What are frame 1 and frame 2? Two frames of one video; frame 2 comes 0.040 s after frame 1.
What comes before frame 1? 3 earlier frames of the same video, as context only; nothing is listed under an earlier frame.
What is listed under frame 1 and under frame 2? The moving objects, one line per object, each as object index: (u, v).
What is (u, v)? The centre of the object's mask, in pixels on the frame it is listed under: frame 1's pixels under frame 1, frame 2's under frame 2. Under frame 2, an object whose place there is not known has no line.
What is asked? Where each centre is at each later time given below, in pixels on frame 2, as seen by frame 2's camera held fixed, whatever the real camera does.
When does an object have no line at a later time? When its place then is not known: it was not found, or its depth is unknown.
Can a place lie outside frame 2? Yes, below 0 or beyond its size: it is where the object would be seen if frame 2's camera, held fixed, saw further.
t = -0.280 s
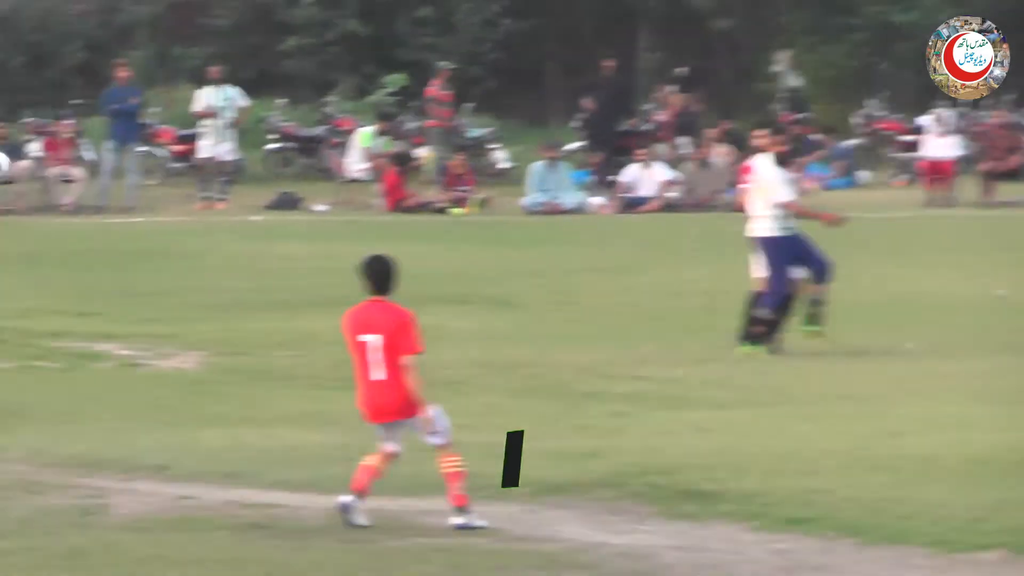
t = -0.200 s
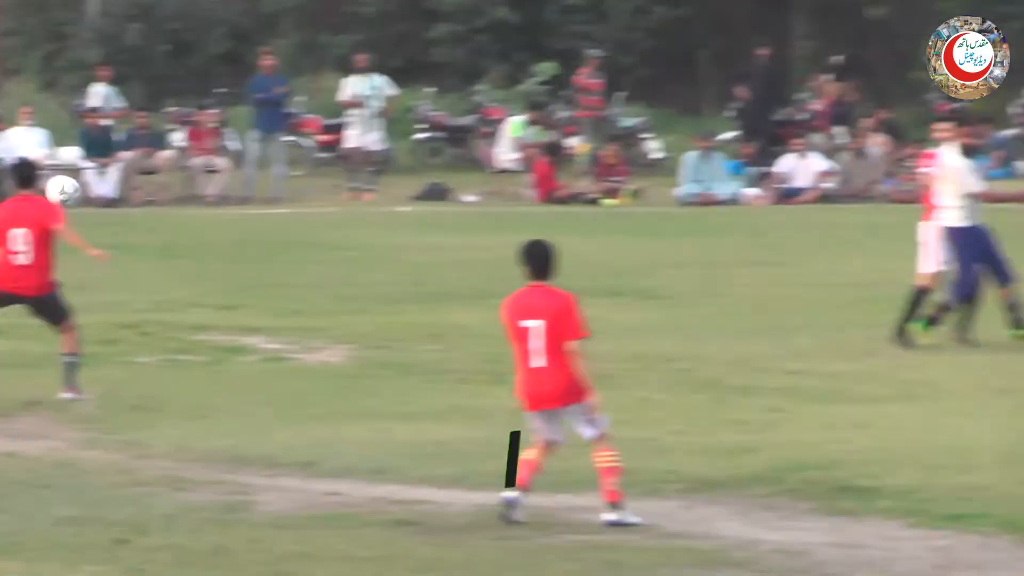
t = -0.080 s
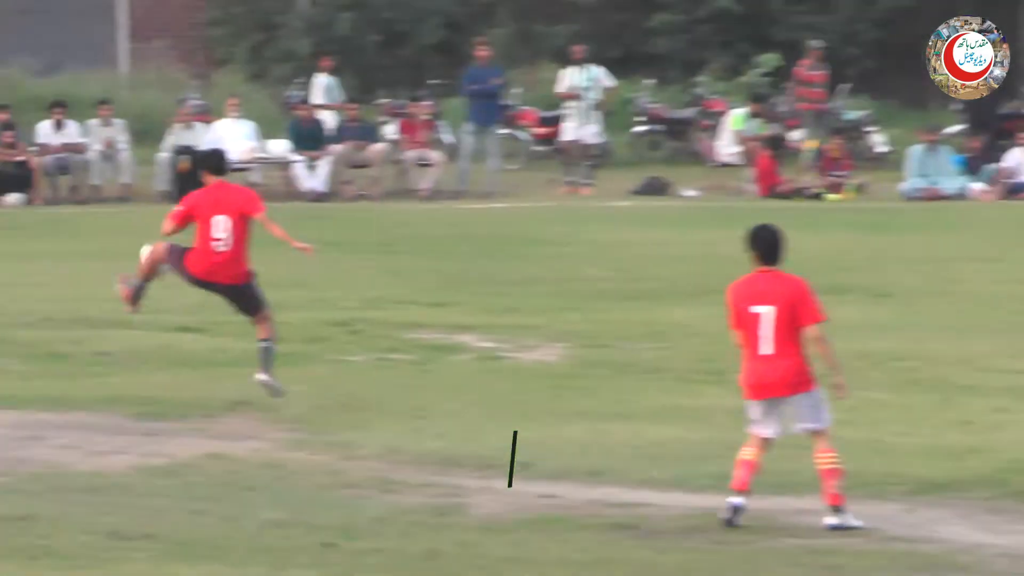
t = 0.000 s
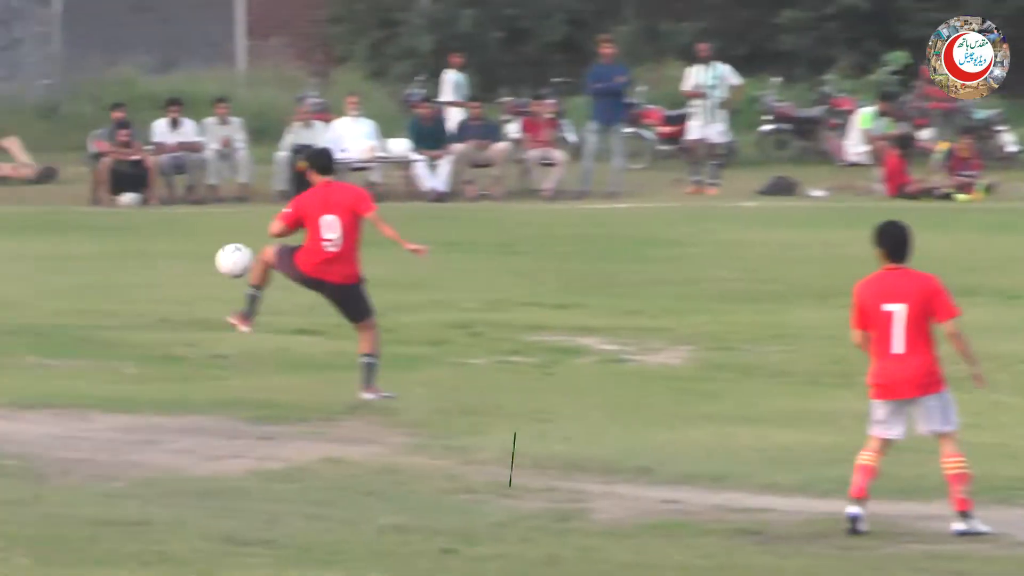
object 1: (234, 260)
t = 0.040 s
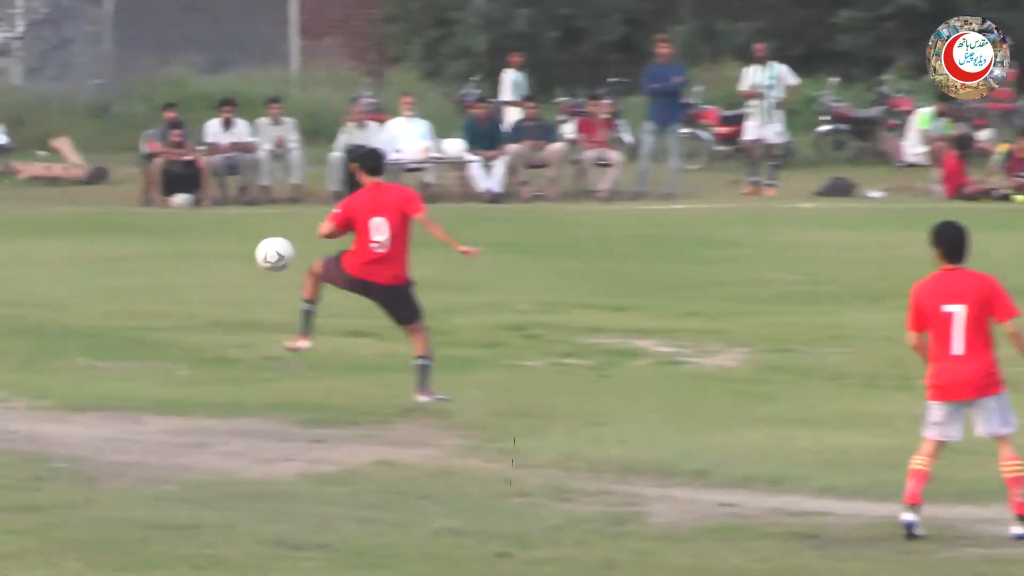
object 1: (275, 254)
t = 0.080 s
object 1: (259, 248)
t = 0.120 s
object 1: (244, 245)
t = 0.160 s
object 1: (230, 244)
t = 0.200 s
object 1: (216, 246)
